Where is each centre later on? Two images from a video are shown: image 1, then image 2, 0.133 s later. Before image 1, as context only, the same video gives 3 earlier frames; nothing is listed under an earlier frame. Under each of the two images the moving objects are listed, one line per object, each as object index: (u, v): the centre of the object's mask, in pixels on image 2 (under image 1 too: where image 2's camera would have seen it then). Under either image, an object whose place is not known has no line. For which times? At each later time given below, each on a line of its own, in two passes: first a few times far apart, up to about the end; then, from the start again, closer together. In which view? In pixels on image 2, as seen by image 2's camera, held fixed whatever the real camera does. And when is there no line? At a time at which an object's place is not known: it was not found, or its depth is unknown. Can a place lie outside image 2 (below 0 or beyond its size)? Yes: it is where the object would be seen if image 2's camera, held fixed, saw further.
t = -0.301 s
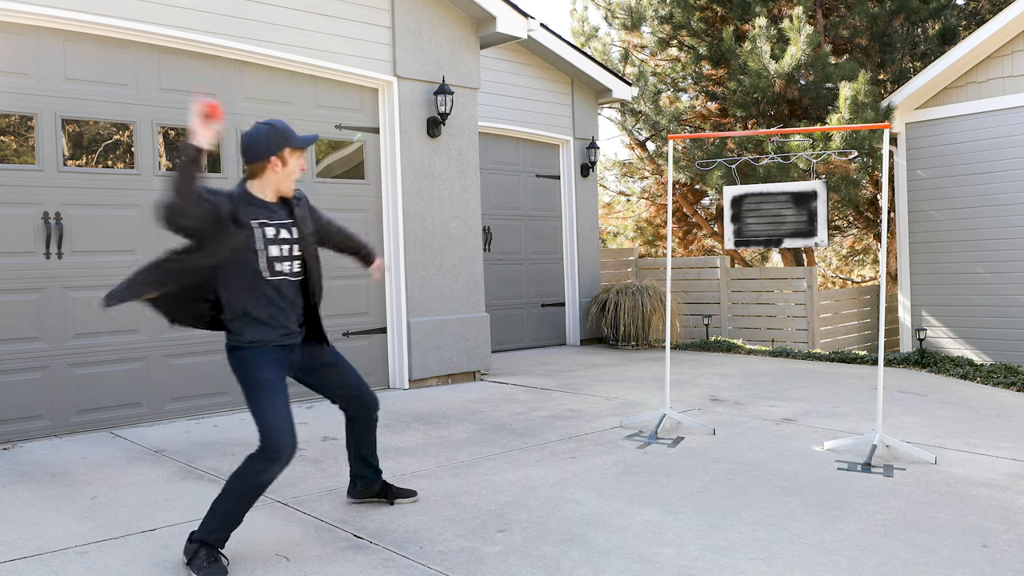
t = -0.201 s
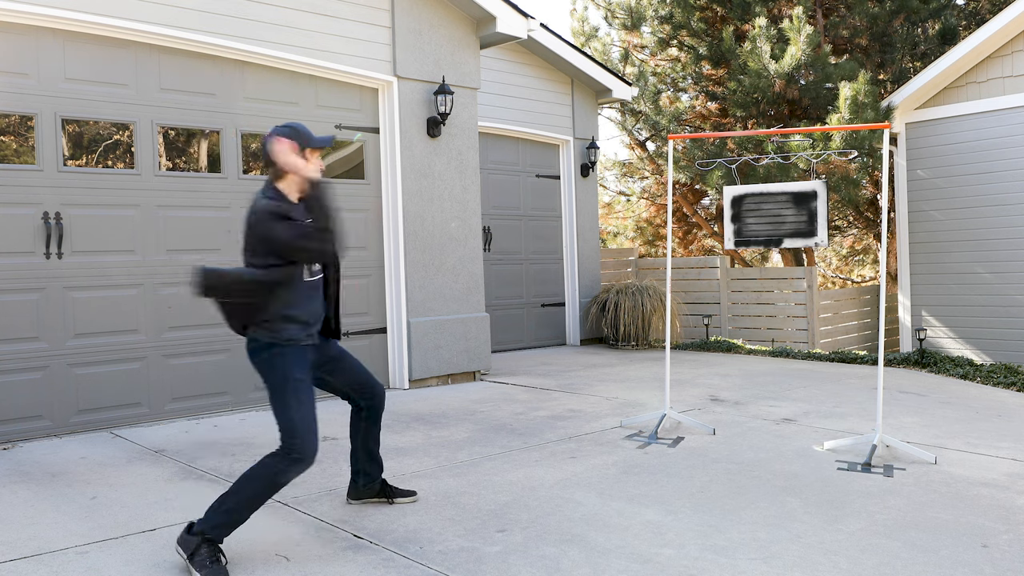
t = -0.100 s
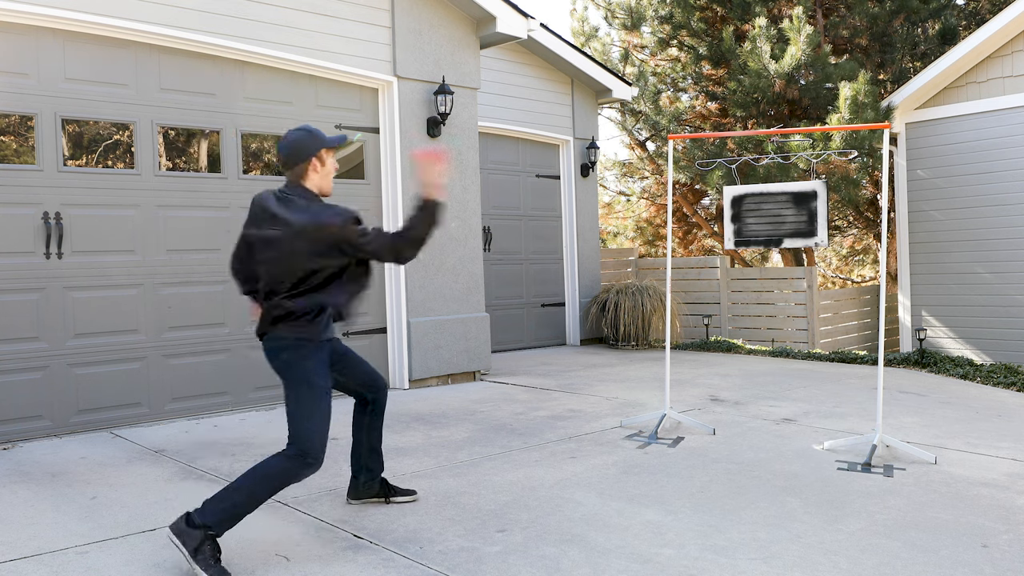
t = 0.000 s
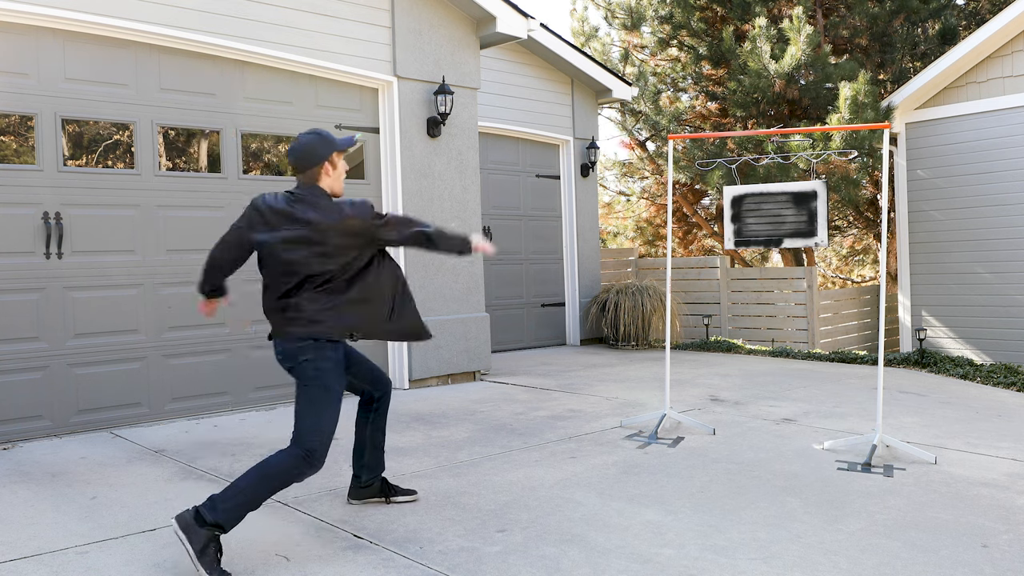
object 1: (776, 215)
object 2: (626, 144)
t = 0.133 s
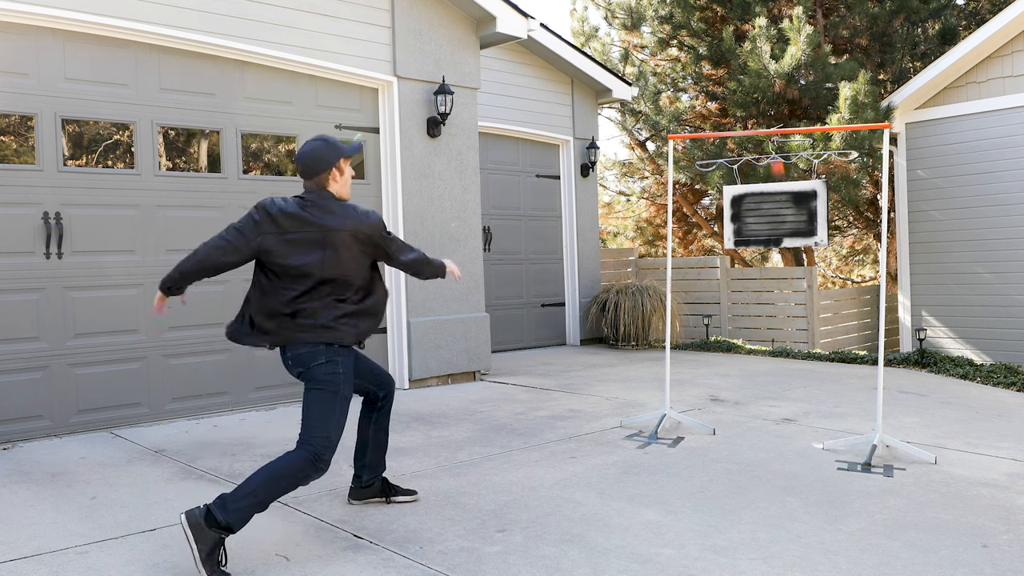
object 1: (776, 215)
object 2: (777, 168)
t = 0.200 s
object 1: (776, 214)
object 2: (783, 155)
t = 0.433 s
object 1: (776, 241)
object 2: (801, 111)
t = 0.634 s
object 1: (772, 308)
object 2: (823, 157)
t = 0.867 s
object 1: (766, 380)
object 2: (859, 352)
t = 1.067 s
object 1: (762, 392)
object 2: (890, 449)
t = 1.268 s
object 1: (770, 405)
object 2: (921, 329)
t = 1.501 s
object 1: (775, 433)
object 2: (962, 301)
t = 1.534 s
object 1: (775, 433)
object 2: (971, 308)
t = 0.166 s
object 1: (776, 214)
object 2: (781, 169)
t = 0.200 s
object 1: (776, 214)
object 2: (783, 155)
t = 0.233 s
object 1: (776, 213)
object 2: (785, 143)
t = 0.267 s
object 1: (776, 214)
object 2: (785, 134)
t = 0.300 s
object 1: (776, 216)
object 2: (791, 123)
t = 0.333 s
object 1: (777, 219)
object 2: (793, 118)
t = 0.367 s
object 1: (777, 224)
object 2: (796, 114)
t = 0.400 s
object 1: (776, 232)
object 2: (799, 111)
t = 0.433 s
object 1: (776, 241)
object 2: (801, 111)
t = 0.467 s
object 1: (776, 249)
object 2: (805, 113)
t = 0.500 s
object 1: (775, 258)
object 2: (808, 116)
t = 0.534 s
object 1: (774, 268)
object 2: (811, 122)
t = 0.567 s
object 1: (774, 279)
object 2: (814, 132)
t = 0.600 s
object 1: (773, 293)
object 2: (819, 143)
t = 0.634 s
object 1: (772, 308)
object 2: (823, 157)
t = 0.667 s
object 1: (772, 325)
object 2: (827, 176)
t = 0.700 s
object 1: (772, 347)
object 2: (832, 195)
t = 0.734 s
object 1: (771, 369)
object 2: (837, 221)
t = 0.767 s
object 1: (771, 384)
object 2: (843, 247)
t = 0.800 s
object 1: (769, 381)
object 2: (847, 276)
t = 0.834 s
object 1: (768, 380)
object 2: (853, 311)
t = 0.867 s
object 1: (766, 380)
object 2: (859, 352)
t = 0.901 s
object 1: (765, 383)
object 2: (864, 396)
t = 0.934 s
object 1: (764, 388)
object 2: (868, 442)
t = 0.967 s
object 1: (763, 390)
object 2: (877, 495)
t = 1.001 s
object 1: (763, 391)
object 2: (881, 502)
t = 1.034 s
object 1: (763, 391)
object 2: (886, 475)
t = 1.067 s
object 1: (762, 392)
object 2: (890, 449)
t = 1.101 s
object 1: (763, 393)
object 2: (895, 423)
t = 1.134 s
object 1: (764, 395)
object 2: (900, 400)
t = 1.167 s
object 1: (766, 396)
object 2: (904, 380)
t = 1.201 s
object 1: (768, 398)
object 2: (911, 359)
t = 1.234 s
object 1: (769, 401)
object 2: (916, 345)
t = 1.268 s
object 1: (770, 405)
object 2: (921, 329)
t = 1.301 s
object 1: (771, 410)
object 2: (927, 316)
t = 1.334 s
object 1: (772, 416)
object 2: (933, 307)
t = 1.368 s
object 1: (773, 423)
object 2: (940, 301)
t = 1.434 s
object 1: (775, 431)
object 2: (947, 299)
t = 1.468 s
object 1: (775, 433)
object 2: (955, 297)
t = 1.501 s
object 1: (775, 433)
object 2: (962, 301)
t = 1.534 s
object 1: (775, 433)
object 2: (971, 308)
